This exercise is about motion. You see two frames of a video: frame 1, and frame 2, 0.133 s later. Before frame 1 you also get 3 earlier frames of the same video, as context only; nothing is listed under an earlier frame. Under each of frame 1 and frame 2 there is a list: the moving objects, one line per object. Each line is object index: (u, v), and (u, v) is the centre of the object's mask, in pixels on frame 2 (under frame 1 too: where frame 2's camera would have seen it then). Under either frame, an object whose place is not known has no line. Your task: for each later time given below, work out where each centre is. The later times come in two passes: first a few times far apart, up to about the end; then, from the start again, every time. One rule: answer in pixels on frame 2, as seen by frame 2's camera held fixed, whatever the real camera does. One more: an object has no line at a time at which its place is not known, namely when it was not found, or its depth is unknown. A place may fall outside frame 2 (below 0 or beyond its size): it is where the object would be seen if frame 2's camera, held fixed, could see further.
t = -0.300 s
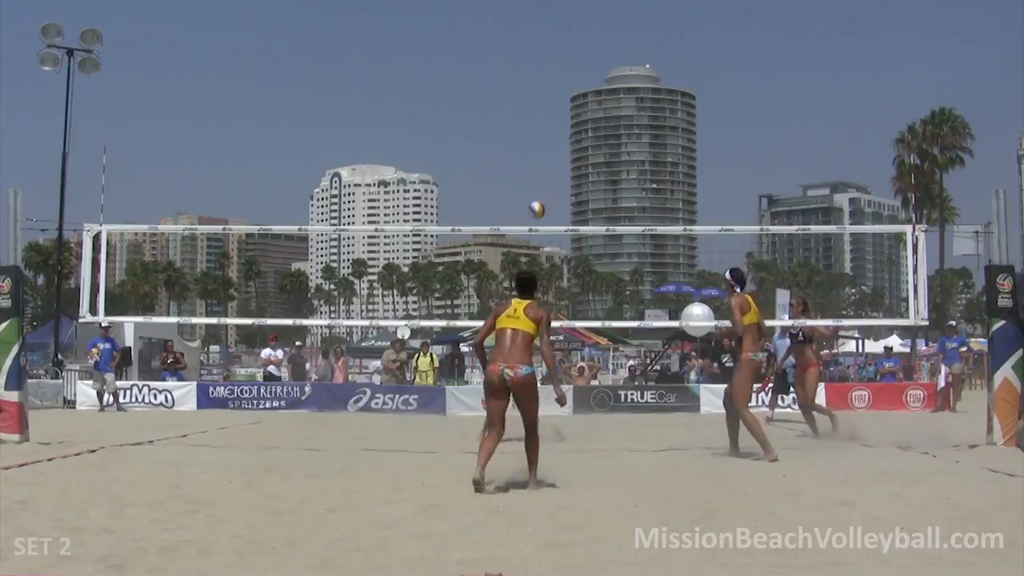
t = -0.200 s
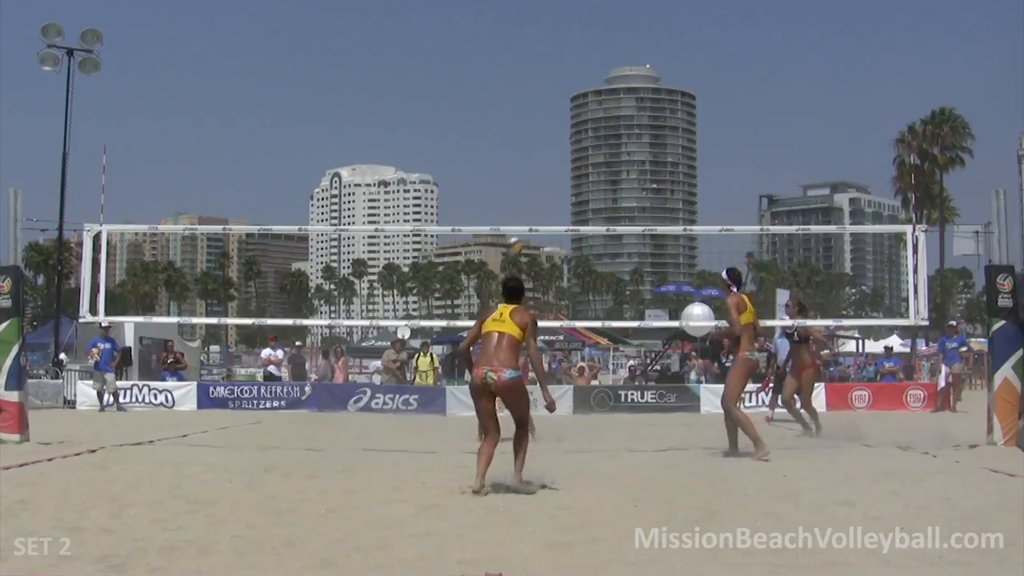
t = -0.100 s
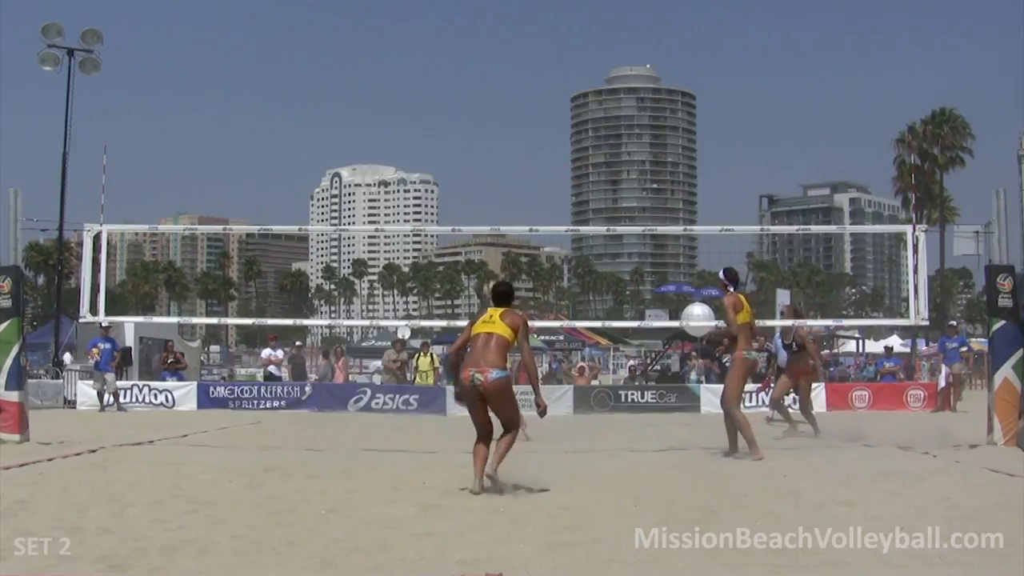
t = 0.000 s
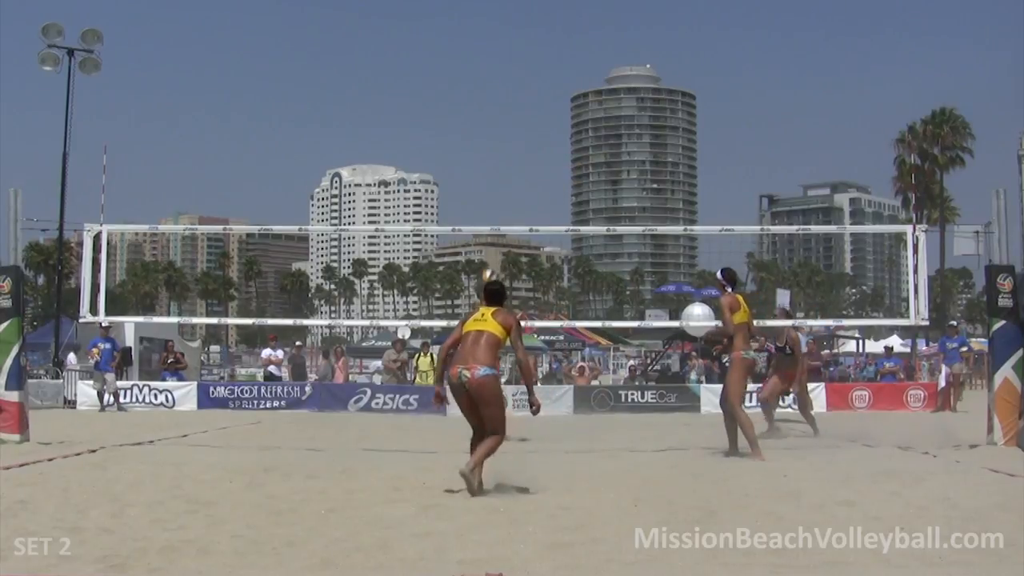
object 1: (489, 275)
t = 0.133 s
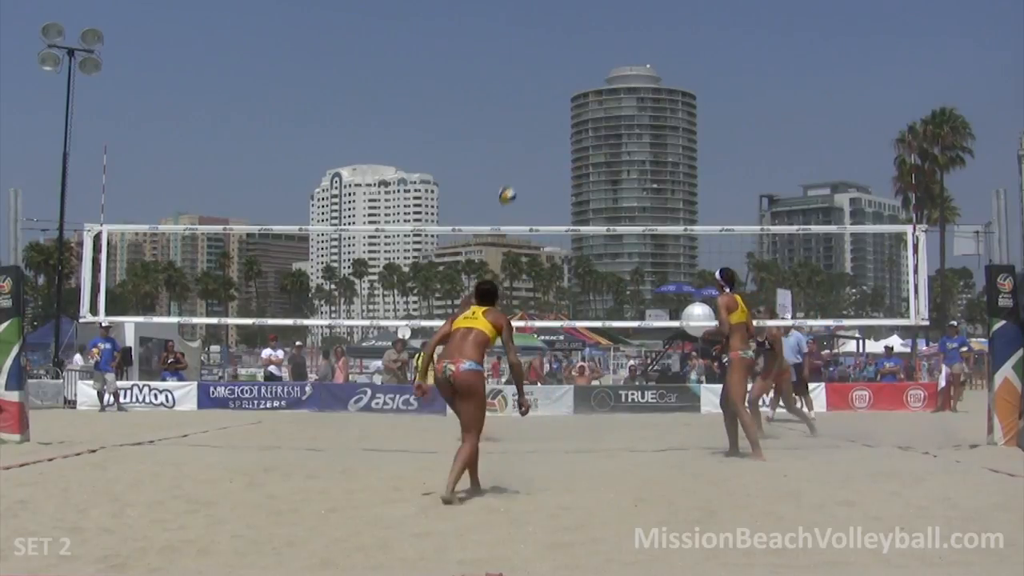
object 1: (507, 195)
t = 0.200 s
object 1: (516, 159)
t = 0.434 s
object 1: (550, 62)
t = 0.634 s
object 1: (577, 15)
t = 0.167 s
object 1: (511, 177)
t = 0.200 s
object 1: (516, 159)
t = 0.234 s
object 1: (521, 142)
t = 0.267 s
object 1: (526, 126)
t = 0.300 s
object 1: (531, 112)
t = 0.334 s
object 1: (536, 98)
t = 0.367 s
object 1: (541, 84)
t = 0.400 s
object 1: (545, 73)
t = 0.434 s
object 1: (550, 62)
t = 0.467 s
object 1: (554, 52)
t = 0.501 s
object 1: (558, 42)
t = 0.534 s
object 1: (564, 34)
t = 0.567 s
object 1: (568, 27)
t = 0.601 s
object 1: (573, 20)
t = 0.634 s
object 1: (577, 15)
